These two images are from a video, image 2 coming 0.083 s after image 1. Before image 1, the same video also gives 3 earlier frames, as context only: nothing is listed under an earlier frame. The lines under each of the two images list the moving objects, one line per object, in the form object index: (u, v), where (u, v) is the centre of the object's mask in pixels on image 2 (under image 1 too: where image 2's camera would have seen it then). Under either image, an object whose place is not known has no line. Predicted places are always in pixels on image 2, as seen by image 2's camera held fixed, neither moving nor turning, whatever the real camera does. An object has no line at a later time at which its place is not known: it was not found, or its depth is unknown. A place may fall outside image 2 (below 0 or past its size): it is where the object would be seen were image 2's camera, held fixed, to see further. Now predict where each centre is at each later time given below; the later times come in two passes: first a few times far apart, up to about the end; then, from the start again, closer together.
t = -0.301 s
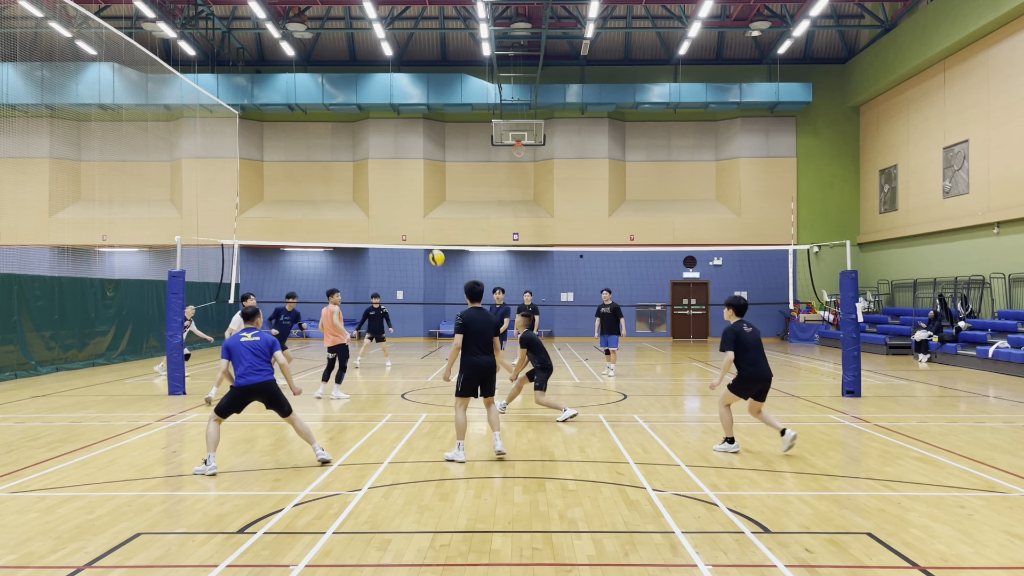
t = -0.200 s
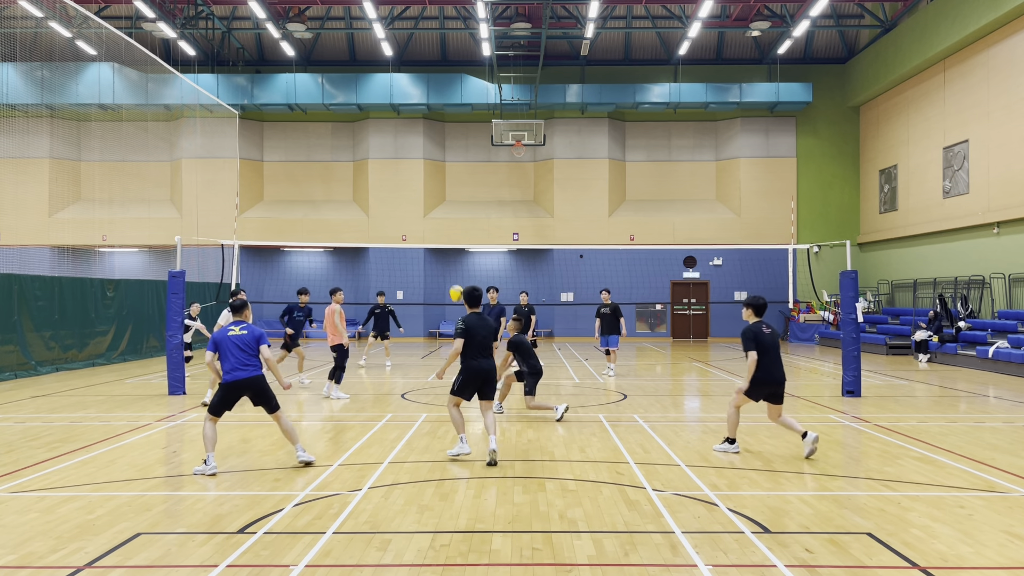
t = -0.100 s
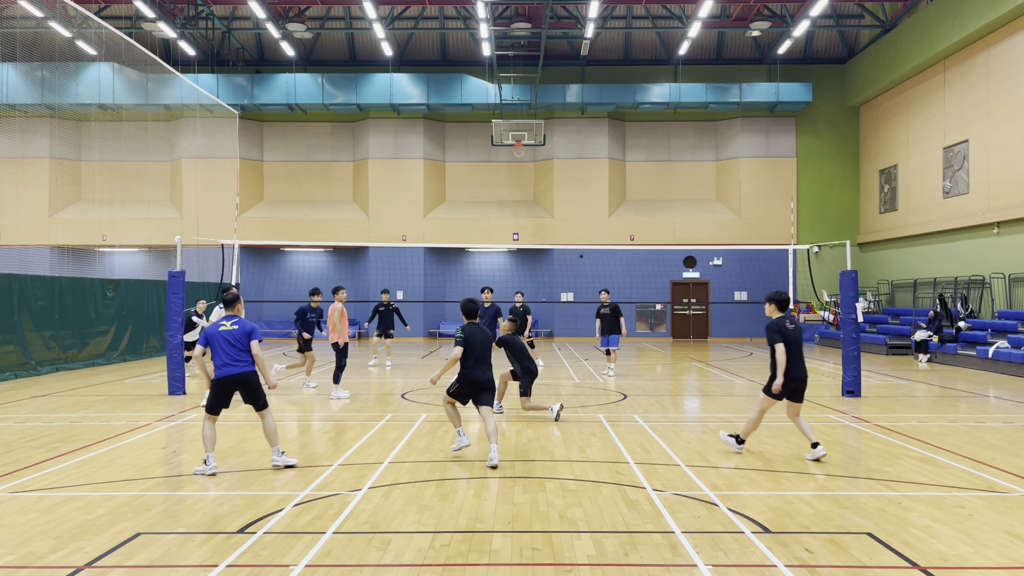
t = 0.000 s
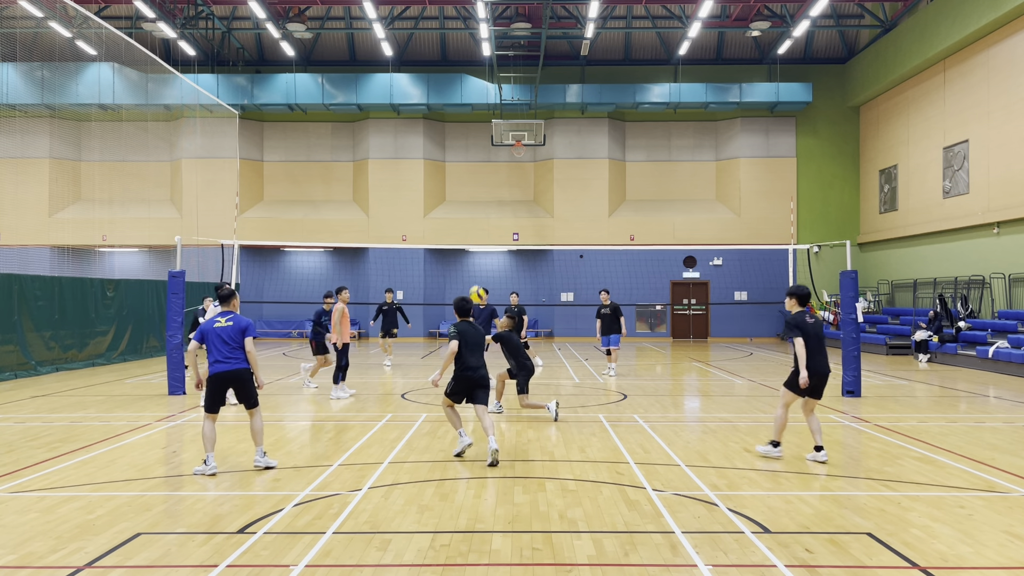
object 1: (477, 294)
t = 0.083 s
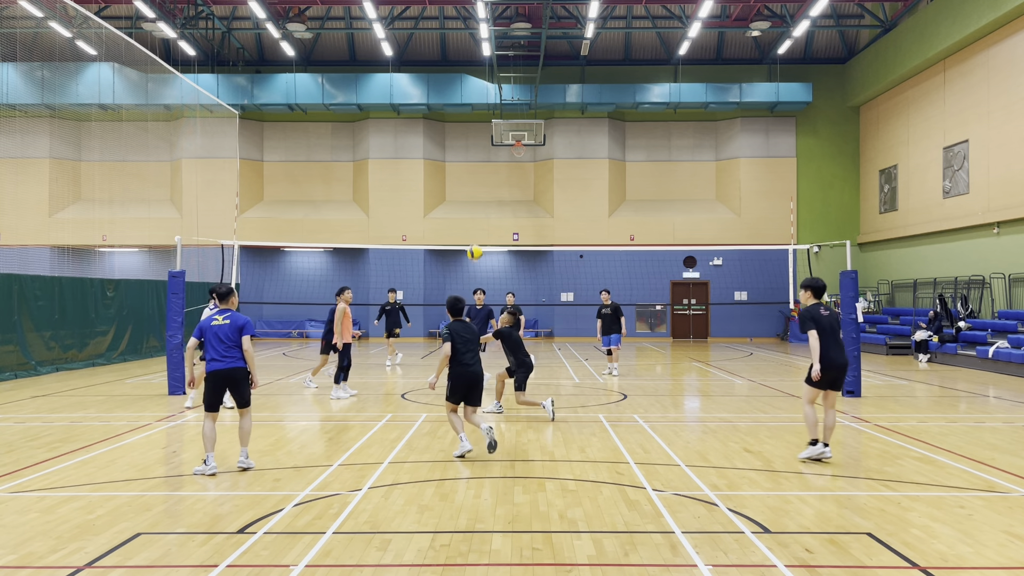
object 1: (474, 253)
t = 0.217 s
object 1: (472, 196)
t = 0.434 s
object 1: (469, 132)
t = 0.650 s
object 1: (466, 102)
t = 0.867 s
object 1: (464, 104)
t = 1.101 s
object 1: (461, 142)
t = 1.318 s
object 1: (458, 212)
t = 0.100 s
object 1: (474, 245)
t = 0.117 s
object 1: (474, 237)
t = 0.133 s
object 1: (474, 230)
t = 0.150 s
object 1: (473, 223)
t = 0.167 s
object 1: (473, 215)
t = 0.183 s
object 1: (473, 209)
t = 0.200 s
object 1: (472, 202)
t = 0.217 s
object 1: (472, 196)
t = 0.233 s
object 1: (472, 190)
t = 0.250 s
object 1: (472, 184)
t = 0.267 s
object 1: (471, 178)
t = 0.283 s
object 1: (471, 172)
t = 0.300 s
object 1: (471, 167)
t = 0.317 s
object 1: (470, 162)
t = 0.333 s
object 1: (470, 157)
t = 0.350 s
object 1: (470, 153)
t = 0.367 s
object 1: (469, 148)
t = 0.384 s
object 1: (469, 144)
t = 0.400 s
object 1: (469, 139)
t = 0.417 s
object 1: (469, 136)
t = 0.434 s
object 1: (469, 132)
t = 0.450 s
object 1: (468, 128)
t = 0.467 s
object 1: (468, 125)
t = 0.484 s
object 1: (468, 122)
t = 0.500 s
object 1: (468, 119)
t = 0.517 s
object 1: (468, 116)
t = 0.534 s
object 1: (467, 114)
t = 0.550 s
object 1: (467, 111)
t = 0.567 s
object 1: (467, 109)
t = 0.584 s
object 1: (467, 107)
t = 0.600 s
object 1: (467, 106)
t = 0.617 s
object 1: (466, 104)
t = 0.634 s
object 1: (466, 103)
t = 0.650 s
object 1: (466, 102)
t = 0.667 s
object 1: (466, 101)
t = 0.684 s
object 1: (466, 100)
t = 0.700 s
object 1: (466, 99)
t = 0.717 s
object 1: (465, 99)
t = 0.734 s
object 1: (465, 99)
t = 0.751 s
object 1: (465, 98)
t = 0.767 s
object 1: (465, 99)
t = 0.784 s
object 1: (465, 99)
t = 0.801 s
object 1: (464, 100)
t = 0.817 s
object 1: (464, 100)
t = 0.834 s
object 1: (464, 101)
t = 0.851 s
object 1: (464, 102)
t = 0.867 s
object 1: (464, 104)
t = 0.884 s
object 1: (464, 105)
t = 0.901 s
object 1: (463, 107)
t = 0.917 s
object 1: (463, 109)
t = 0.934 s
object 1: (463, 111)
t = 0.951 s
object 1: (463, 113)
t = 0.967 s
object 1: (462, 116)
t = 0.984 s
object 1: (462, 118)
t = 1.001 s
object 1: (462, 122)
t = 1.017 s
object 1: (462, 125)
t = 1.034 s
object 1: (462, 128)
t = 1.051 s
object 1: (461, 131)
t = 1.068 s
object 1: (461, 135)
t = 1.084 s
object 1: (461, 139)
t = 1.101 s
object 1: (461, 142)
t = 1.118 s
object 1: (461, 146)
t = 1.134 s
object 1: (461, 151)
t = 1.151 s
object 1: (460, 156)
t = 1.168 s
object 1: (460, 161)
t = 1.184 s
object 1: (460, 166)
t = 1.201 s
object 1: (459, 170)
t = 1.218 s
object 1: (459, 176)
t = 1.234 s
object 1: (459, 181)
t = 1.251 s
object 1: (459, 187)
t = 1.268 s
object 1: (459, 193)
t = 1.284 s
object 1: (458, 199)
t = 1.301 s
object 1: (458, 205)
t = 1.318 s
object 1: (458, 212)
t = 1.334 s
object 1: (457, 218)
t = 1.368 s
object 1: (457, 232)
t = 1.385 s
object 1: (457, 239)
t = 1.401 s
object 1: (456, 247)
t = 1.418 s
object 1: (456, 255)
